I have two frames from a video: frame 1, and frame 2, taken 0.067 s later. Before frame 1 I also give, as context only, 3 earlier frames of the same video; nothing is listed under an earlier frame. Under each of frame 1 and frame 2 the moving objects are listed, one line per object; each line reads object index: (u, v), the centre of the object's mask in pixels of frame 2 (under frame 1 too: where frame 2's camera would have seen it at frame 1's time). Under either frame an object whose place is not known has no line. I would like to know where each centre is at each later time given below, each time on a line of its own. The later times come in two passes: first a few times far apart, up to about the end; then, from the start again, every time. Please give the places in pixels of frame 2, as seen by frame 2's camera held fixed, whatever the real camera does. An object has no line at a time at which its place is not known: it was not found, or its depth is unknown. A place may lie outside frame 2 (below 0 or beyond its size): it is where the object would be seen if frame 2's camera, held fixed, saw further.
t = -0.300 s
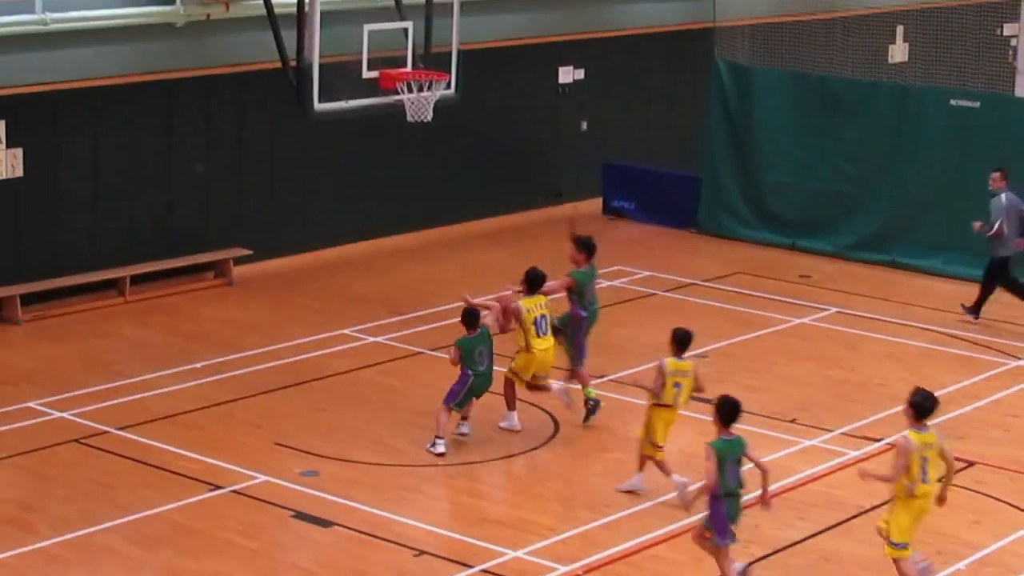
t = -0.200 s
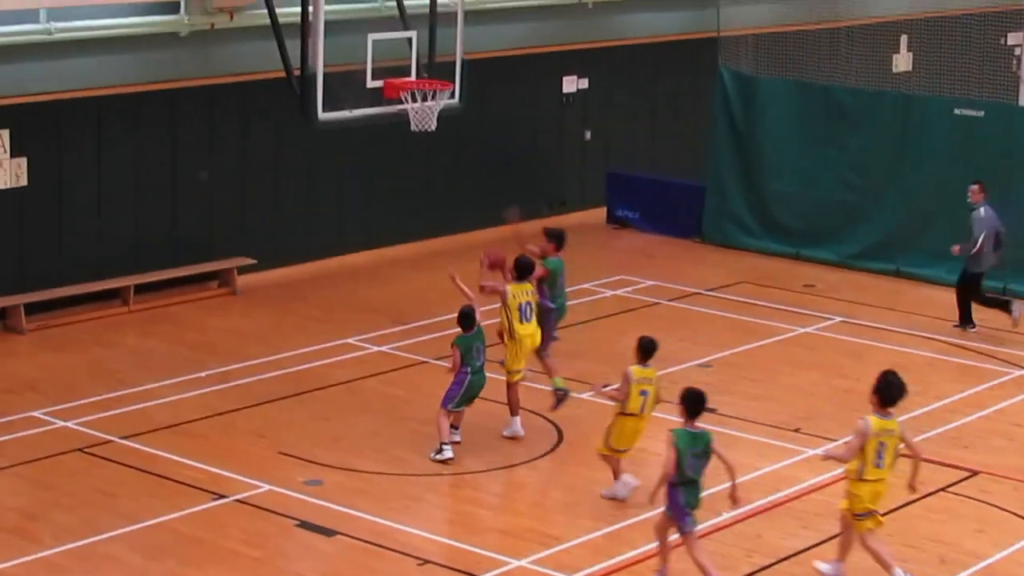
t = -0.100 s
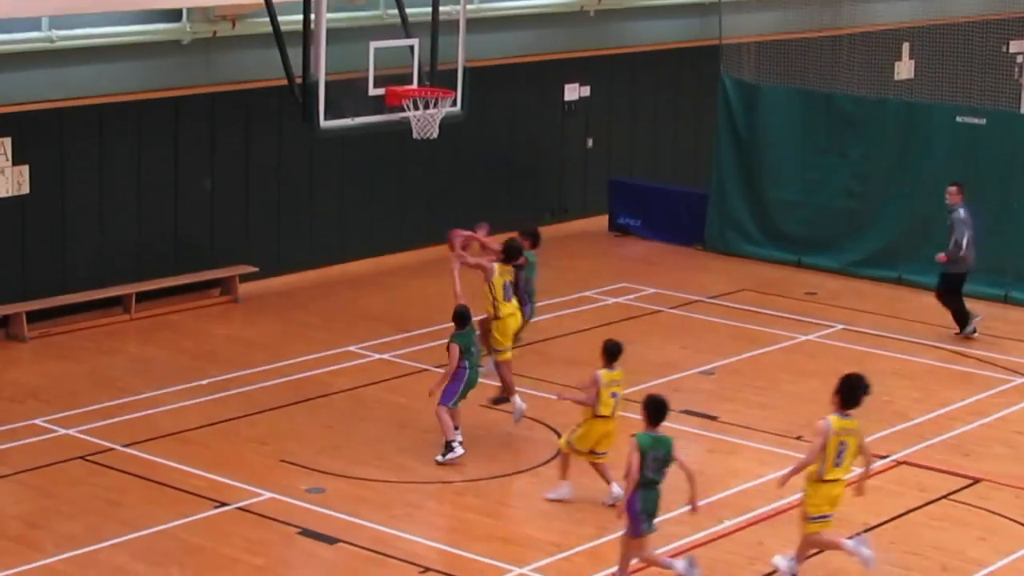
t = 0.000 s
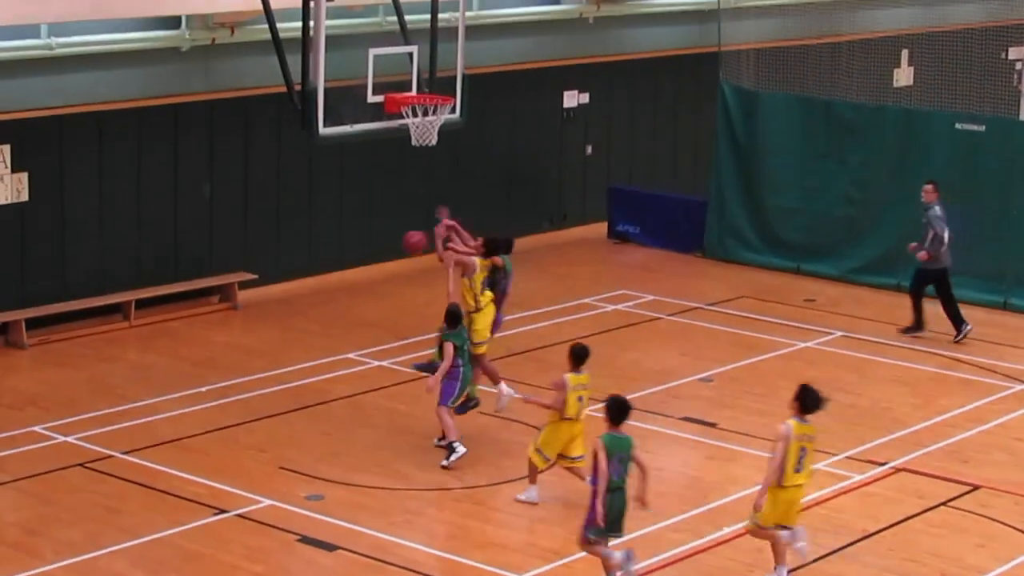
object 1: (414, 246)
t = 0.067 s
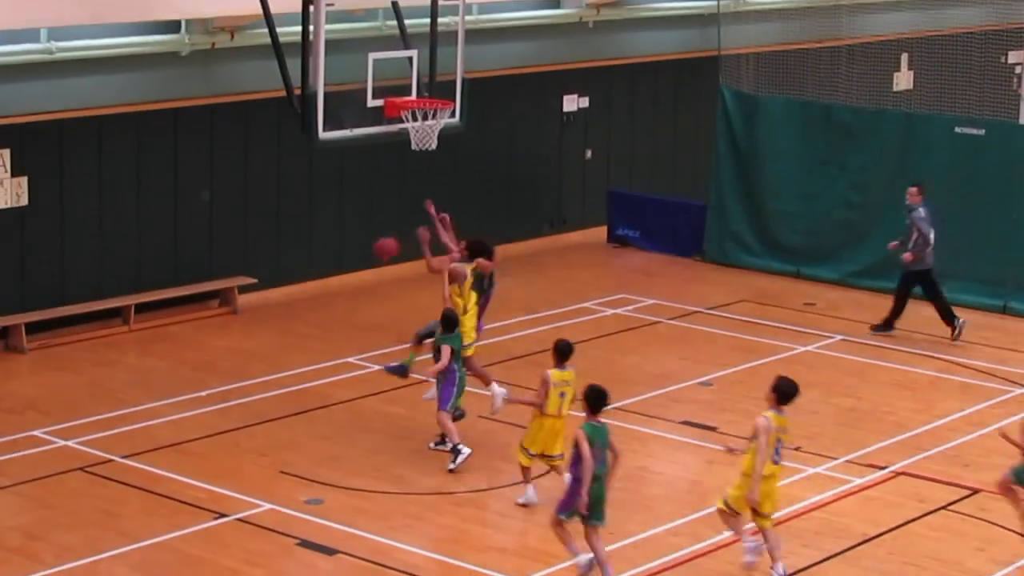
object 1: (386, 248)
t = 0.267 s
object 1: (305, 282)
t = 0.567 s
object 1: (207, 340)
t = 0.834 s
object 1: (161, 261)
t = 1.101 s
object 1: (115, 252)
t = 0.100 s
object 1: (372, 252)
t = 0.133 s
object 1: (359, 256)
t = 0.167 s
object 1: (345, 261)
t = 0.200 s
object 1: (332, 267)
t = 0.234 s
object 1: (319, 273)
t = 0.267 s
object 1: (305, 282)
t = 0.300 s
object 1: (292, 291)
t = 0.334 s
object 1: (279, 302)
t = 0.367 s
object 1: (267, 313)
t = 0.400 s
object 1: (254, 326)
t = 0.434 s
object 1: (242, 338)
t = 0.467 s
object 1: (231, 351)
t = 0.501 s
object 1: (219, 366)
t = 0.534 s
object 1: (213, 354)
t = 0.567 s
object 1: (207, 340)
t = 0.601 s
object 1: (201, 327)
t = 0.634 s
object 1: (195, 312)
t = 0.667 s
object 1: (190, 301)
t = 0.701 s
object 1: (184, 291)
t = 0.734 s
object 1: (178, 281)
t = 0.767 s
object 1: (172, 273)
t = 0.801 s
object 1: (167, 266)
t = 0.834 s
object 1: (161, 261)
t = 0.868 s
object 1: (155, 256)
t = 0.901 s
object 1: (149, 252)
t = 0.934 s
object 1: (144, 250)
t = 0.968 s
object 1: (137, 248)
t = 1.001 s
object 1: (132, 247)
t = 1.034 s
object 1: (127, 247)
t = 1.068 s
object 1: (121, 249)
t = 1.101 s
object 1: (115, 252)
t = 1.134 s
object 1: (110, 255)
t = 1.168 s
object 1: (105, 260)
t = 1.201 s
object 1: (100, 265)
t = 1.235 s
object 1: (95, 272)
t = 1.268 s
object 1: (89, 280)
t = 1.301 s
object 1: (84, 288)
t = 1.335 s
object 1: (79, 297)
